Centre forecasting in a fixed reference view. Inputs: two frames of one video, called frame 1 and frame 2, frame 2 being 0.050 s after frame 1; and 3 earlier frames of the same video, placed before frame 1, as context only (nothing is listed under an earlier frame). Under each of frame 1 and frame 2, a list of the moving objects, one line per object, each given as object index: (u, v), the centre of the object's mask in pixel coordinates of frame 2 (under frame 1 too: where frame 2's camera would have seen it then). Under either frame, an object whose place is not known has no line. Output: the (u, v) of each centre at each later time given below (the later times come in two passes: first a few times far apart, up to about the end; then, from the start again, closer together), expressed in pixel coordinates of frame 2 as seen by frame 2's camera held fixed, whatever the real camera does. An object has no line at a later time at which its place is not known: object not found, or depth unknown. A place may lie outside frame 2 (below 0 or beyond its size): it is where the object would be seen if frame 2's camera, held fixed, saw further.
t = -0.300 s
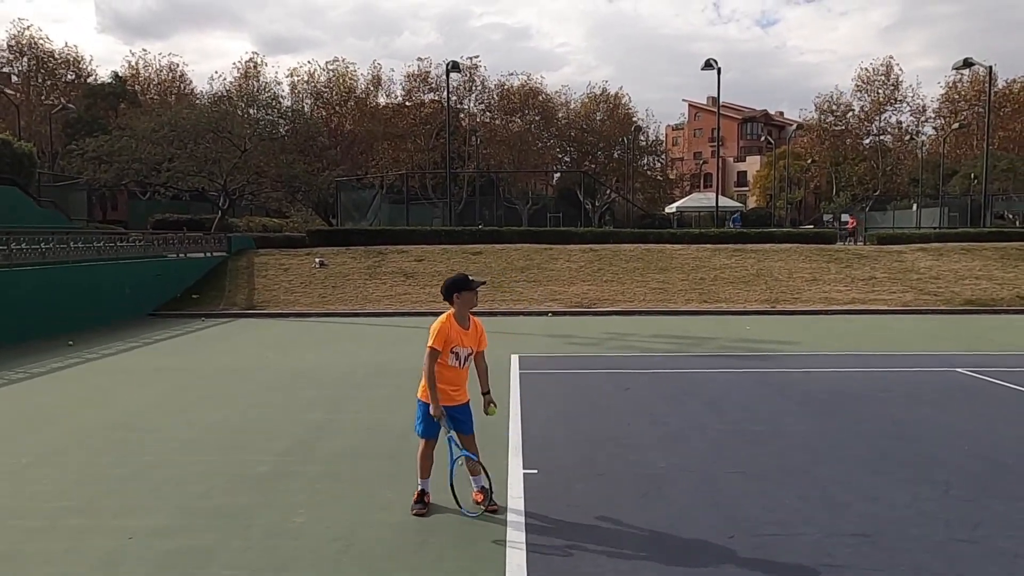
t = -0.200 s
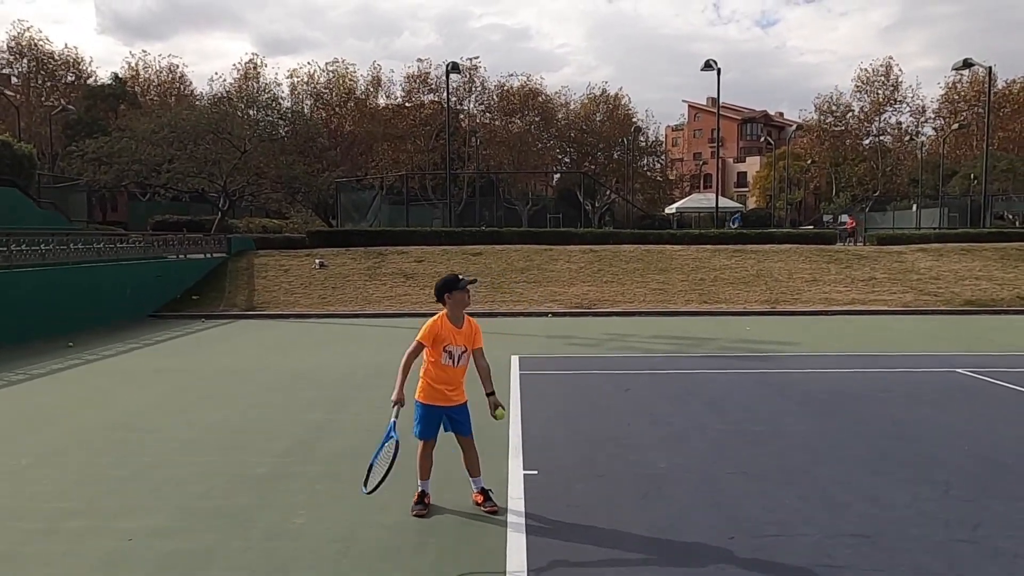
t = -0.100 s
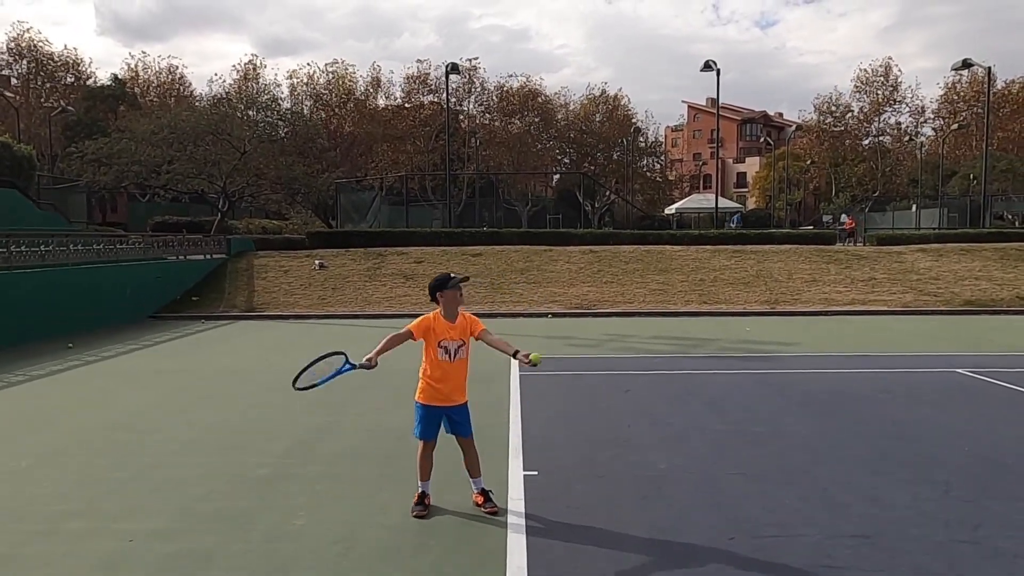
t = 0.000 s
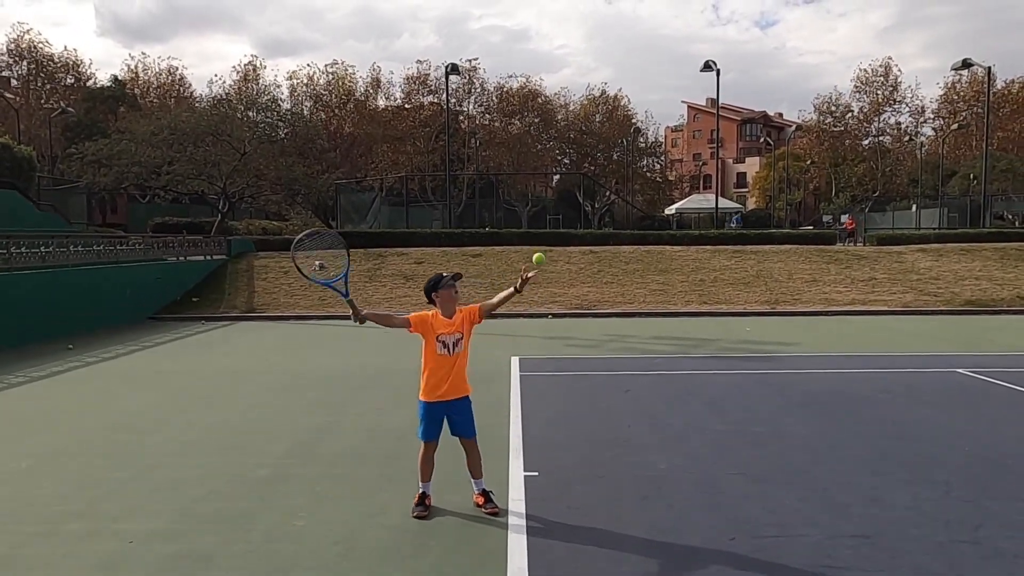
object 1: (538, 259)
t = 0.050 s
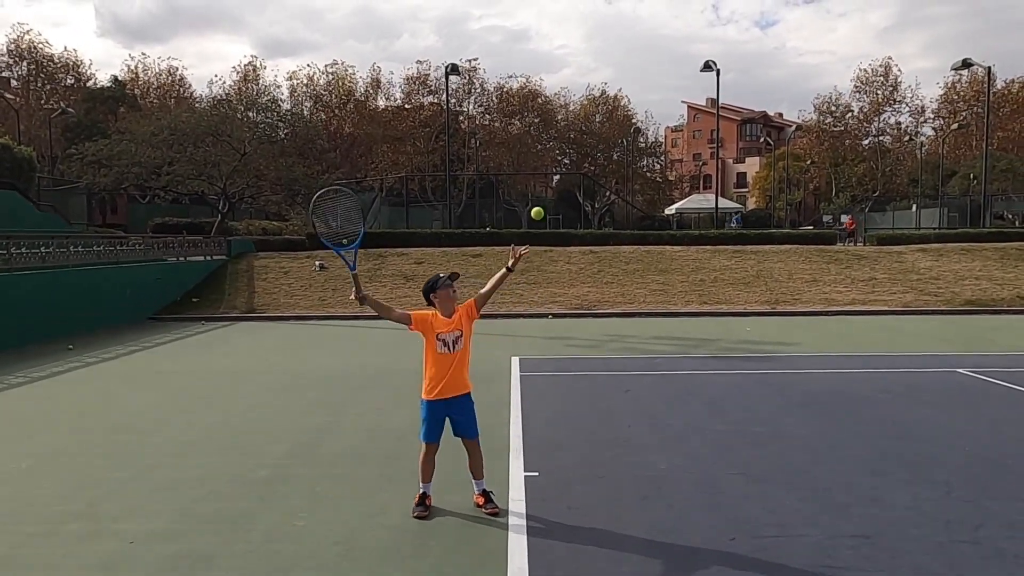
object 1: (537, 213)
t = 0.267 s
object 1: (532, 64)
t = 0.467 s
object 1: (527, 4)
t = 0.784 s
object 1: (520, 55)
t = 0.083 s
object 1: (536, 185)
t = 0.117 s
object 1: (535, 159)
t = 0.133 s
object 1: (535, 146)
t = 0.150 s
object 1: (534, 134)
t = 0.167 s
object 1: (534, 123)
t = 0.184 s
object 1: (534, 112)
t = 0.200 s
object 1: (533, 101)
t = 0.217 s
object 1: (533, 91)
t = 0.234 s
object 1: (532, 81)
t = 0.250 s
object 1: (532, 72)
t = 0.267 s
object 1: (532, 64)
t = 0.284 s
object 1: (531, 56)
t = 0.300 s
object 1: (530, 48)
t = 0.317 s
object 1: (530, 41)
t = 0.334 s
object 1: (530, 35)
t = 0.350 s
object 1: (529, 29)
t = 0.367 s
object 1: (529, 22)
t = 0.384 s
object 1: (529, 18)
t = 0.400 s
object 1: (528, 14)
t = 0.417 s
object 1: (528, 9)
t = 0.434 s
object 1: (528, 6)
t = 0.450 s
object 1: (527, 5)
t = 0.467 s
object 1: (527, 4)
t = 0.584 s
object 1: (524, 3)
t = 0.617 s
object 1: (523, 5)
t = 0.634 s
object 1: (523, 7)
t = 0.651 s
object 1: (523, 9)
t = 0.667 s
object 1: (522, 12)
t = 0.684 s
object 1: (522, 17)
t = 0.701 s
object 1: (522, 22)
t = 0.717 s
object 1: (521, 28)
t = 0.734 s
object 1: (521, 34)
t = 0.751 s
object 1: (520, 40)
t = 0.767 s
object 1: (520, 47)
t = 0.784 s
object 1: (520, 55)
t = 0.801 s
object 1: (519, 62)
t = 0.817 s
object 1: (519, 71)
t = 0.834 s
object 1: (519, 80)
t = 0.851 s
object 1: (518, 89)
